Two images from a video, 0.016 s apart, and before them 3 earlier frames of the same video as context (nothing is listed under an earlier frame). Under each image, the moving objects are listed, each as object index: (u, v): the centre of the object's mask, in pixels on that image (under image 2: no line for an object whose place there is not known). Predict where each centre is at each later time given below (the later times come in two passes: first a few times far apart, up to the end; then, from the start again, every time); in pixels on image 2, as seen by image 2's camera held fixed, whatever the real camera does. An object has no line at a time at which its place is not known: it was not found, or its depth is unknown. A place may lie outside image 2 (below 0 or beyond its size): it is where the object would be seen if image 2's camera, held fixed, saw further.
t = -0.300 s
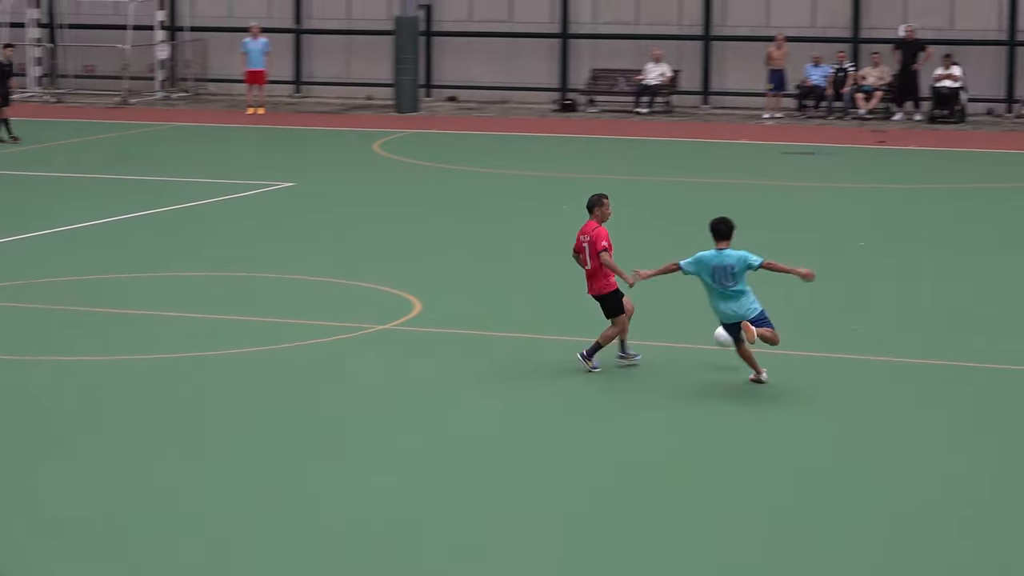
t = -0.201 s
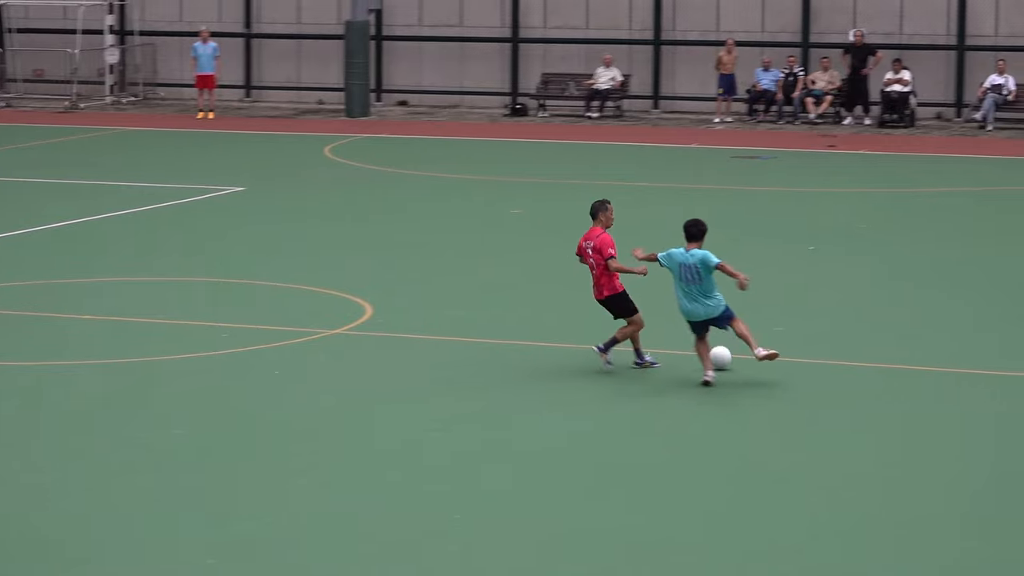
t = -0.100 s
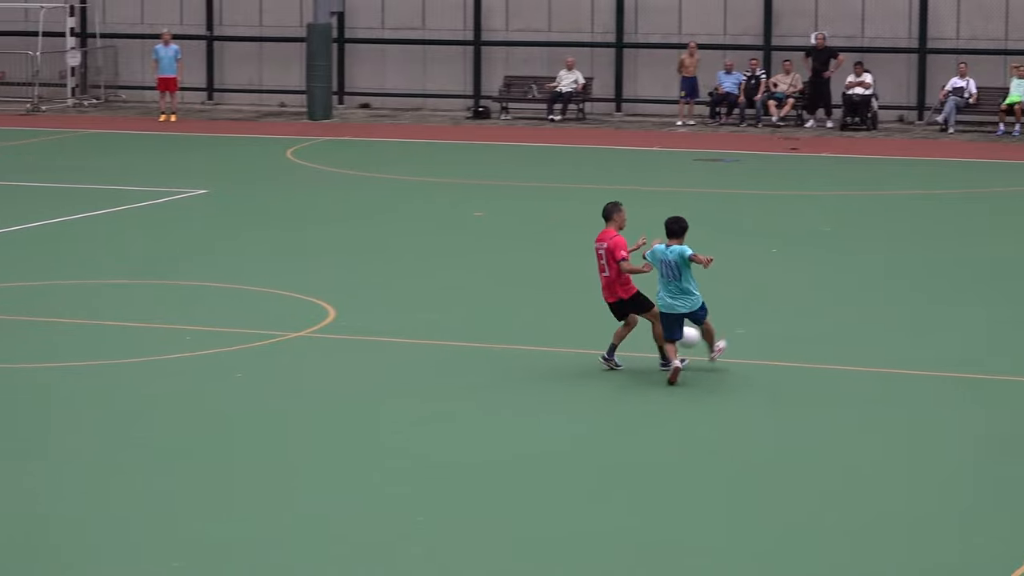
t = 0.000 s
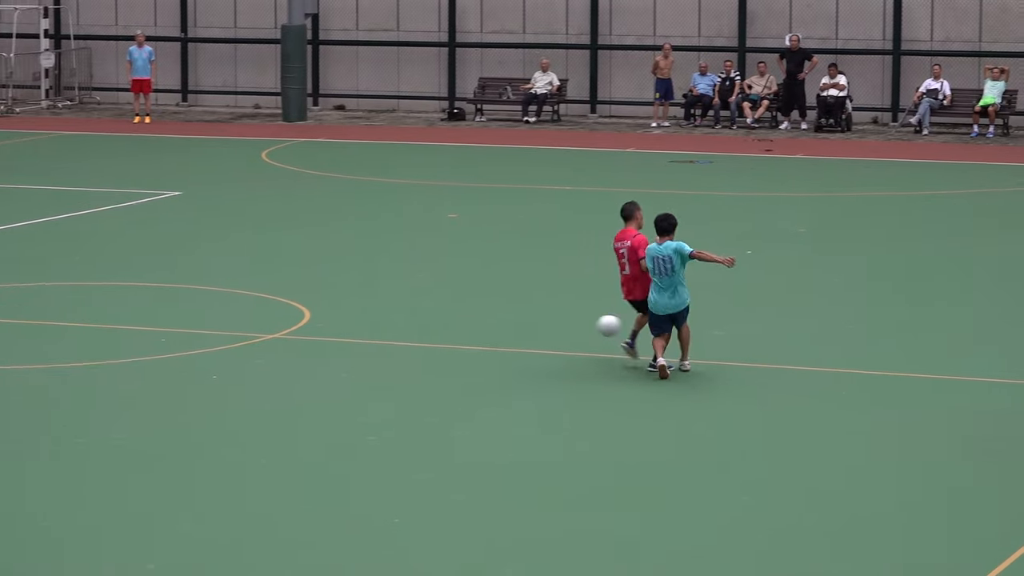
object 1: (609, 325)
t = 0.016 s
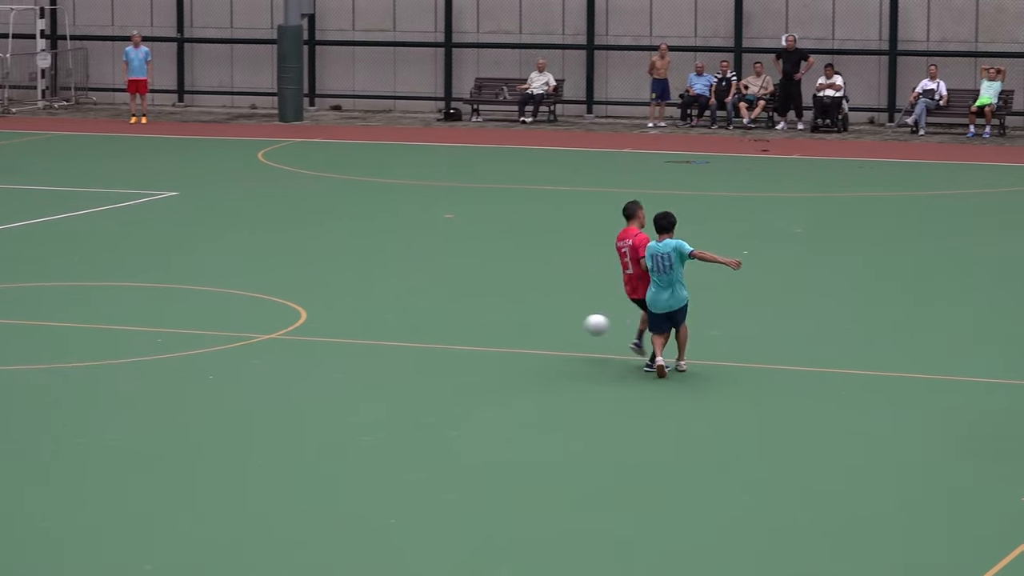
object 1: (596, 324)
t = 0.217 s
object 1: (494, 333)
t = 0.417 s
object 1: (428, 308)
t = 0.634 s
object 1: (364, 310)
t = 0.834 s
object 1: (316, 297)
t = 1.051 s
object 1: (267, 289)
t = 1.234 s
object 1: (229, 286)
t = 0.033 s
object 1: (588, 323)
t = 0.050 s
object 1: (579, 323)
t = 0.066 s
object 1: (570, 322)
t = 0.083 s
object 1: (562, 322)
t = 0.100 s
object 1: (553, 323)
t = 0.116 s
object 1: (544, 323)
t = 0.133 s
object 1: (536, 324)
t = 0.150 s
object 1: (528, 325)
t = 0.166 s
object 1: (518, 326)
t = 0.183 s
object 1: (510, 329)
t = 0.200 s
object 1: (502, 330)
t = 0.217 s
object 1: (494, 333)
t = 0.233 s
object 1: (486, 334)
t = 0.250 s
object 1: (480, 330)
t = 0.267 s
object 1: (474, 327)
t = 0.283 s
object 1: (469, 323)
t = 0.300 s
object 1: (464, 320)
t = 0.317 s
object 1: (458, 318)
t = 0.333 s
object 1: (453, 316)
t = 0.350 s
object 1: (448, 314)
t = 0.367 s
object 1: (443, 312)
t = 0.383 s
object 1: (438, 310)
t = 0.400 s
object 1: (432, 309)
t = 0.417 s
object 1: (428, 308)
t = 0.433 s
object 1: (423, 307)
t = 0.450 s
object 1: (418, 307)
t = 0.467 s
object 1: (413, 307)
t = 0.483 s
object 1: (407, 307)
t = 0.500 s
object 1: (402, 308)
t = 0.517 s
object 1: (397, 308)
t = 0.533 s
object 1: (393, 309)
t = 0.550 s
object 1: (387, 310)
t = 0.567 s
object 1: (383, 312)
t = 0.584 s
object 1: (378, 314)
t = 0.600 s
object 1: (373, 316)
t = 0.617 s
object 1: (368, 313)
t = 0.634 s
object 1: (364, 310)
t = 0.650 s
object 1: (360, 308)
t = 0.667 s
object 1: (356, 305)
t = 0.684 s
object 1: (352, 303)
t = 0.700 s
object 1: (348, 301)
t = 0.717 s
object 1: (344, 300)
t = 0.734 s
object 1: (340, 299)
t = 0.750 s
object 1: (336, 298)
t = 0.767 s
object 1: (332, 297)
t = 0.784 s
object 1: (328, 297)
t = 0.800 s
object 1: (324, 296)
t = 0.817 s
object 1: (320, 297)
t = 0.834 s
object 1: (316, 297)
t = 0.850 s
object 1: (312, 297)
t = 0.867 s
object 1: (308, 298)
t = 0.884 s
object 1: (305, 299)
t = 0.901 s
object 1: (301, 301)
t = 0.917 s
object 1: (297, 302)
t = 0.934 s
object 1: (293, 300)
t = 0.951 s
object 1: (290, 297)
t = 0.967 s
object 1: (286, 295)
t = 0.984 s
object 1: (282, 293)
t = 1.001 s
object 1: (278, 292)
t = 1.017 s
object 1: (274, 291)
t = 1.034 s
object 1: (270, 290)
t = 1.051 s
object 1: (267, 289)
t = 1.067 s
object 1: (263, 289)
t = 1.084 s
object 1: (260, 288)
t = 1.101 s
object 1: (256, 288)
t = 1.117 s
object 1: (252, 289)
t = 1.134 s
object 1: (249, 289)
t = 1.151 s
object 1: (246, 290)
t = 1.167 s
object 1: (242, 291)
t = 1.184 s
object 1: (239, 292)
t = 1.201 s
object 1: (236, 290)
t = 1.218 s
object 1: (233, 288)
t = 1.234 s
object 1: (229, 286)
